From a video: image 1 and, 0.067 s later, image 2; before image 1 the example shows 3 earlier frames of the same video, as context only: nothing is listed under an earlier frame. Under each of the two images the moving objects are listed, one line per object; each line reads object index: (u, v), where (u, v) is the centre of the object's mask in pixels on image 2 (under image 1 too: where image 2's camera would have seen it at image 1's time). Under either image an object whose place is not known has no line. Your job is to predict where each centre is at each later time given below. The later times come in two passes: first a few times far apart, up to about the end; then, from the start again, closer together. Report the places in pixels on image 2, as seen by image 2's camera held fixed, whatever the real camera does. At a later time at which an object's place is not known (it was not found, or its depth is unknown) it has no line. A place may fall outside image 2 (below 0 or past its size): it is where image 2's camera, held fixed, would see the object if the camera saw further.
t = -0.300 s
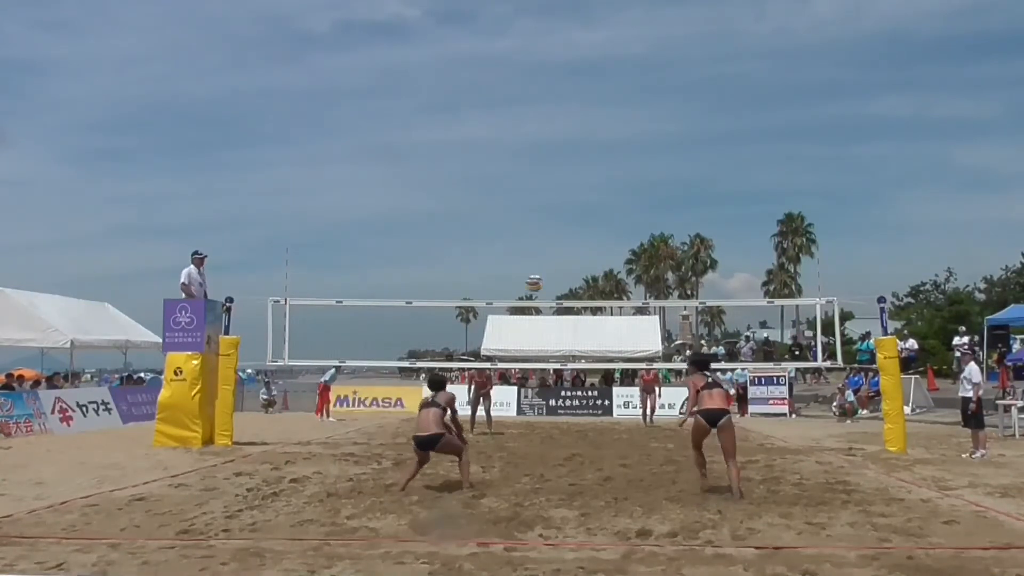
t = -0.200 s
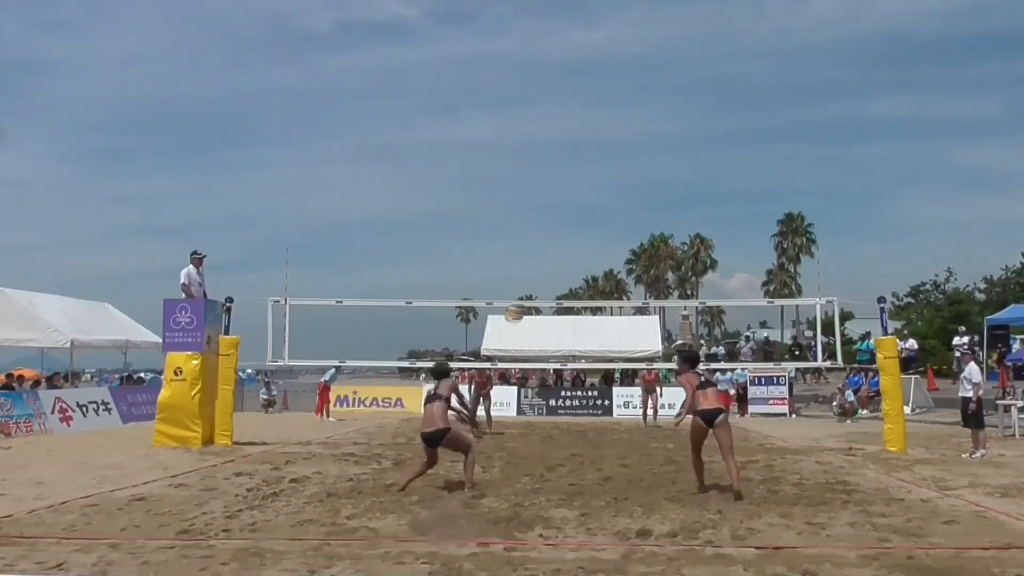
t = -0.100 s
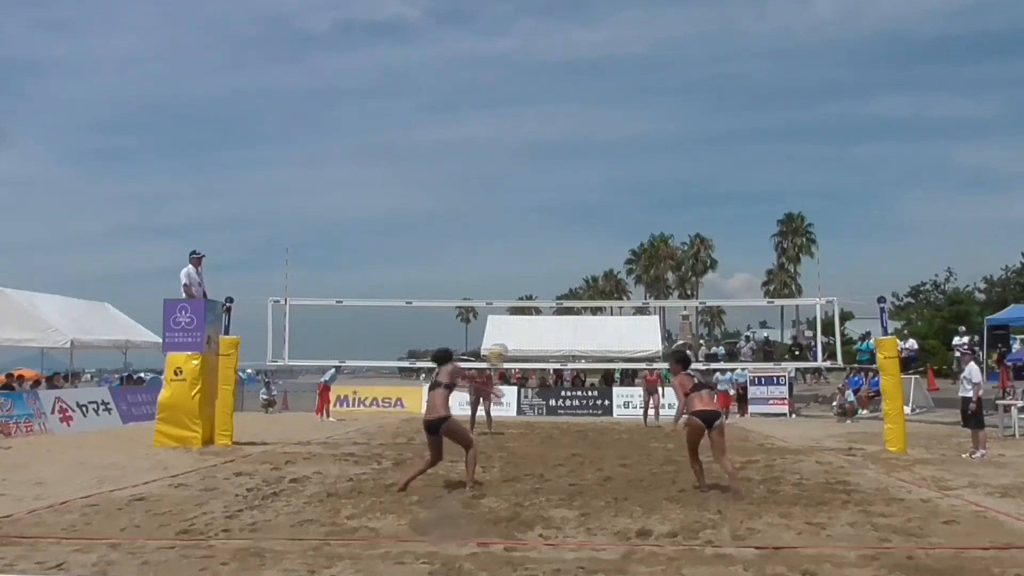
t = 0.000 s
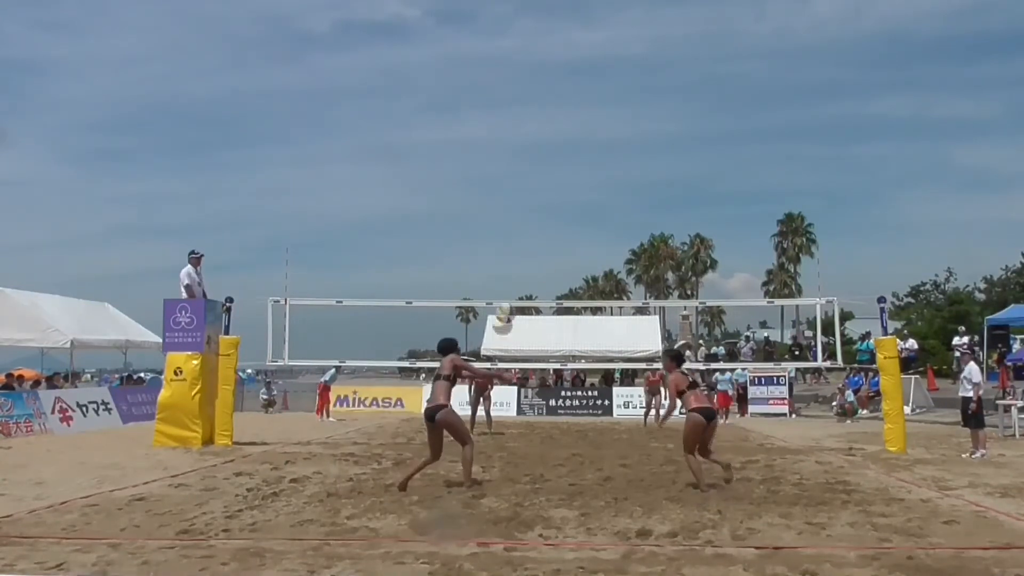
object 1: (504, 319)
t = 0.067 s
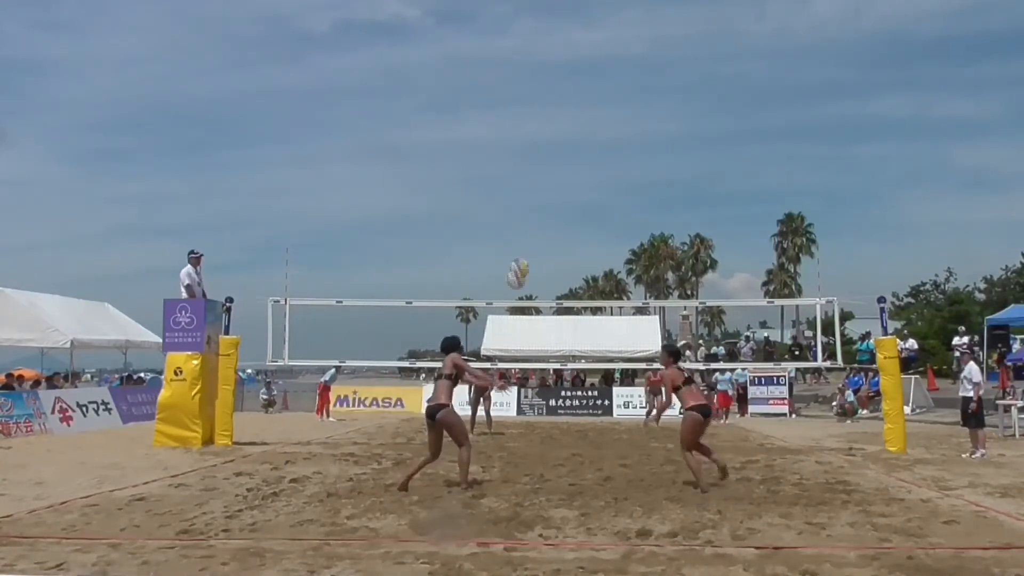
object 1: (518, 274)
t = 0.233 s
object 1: (551, 182)
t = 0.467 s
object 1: (595, 98)
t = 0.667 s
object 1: (634, 66)
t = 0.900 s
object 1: (677, 74)
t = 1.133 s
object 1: (722, 132)
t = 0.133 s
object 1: (531, 233)
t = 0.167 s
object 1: (537, 215)
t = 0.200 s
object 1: (544, 198)
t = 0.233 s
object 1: (551, 182)
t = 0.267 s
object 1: (557, 166)
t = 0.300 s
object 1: (564, 153)
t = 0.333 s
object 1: (569, 140)
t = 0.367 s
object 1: (577, 128)
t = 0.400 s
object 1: (583, 117)
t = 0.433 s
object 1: (589, 107)
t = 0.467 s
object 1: (595, 98)
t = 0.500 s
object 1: (602, 90)
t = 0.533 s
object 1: (608, 84)
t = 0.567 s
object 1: (615, 77)
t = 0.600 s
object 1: (621, 73)
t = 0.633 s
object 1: (627, 69)
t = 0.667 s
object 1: (634, 66)
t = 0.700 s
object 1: (640, 65)
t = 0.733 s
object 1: (646, 64)
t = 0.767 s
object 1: (652, 64)
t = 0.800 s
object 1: (658, 66)
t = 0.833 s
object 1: (665, 68)
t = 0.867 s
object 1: (671, 70)
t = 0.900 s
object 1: (677, 74)
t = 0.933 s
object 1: (683, 80)
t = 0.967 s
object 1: (690, 86)
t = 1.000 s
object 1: (697, 94)
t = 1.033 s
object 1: (703, 101)
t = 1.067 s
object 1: (709, 111)
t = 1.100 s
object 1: (715, 121)
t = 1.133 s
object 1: (722, 132)
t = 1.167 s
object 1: (728, 144)
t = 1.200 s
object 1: (735, 157)
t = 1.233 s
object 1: (741, 172)
